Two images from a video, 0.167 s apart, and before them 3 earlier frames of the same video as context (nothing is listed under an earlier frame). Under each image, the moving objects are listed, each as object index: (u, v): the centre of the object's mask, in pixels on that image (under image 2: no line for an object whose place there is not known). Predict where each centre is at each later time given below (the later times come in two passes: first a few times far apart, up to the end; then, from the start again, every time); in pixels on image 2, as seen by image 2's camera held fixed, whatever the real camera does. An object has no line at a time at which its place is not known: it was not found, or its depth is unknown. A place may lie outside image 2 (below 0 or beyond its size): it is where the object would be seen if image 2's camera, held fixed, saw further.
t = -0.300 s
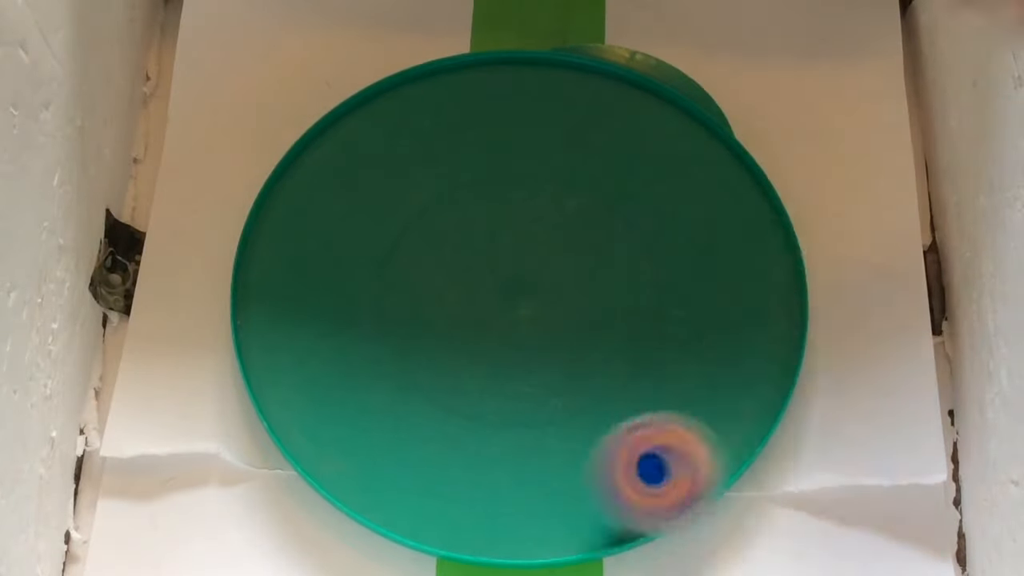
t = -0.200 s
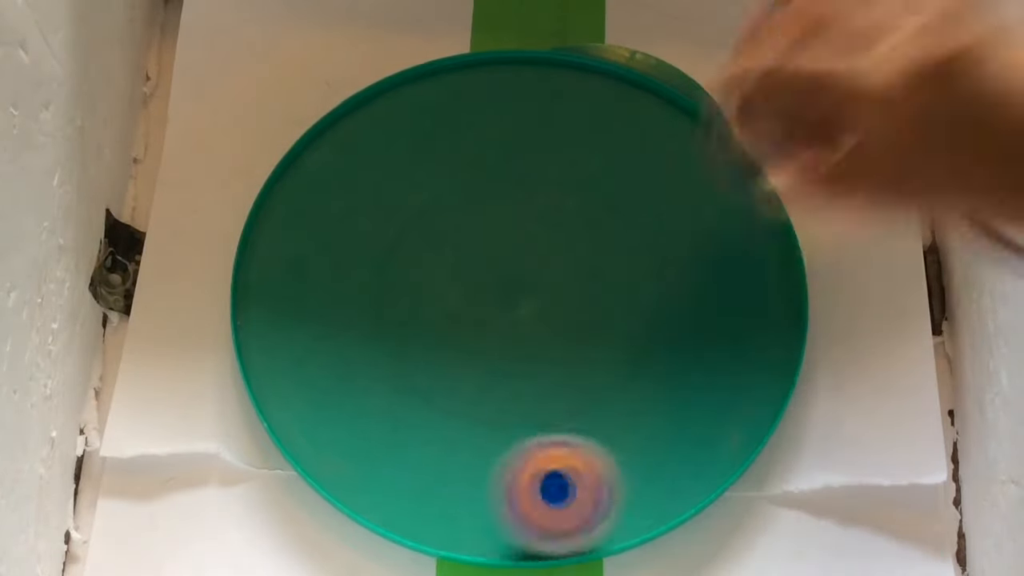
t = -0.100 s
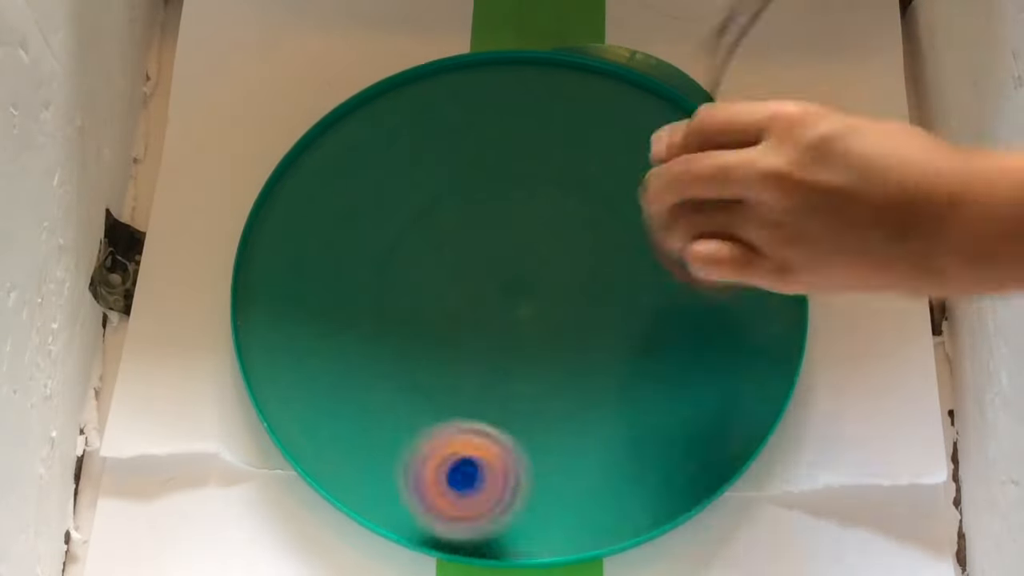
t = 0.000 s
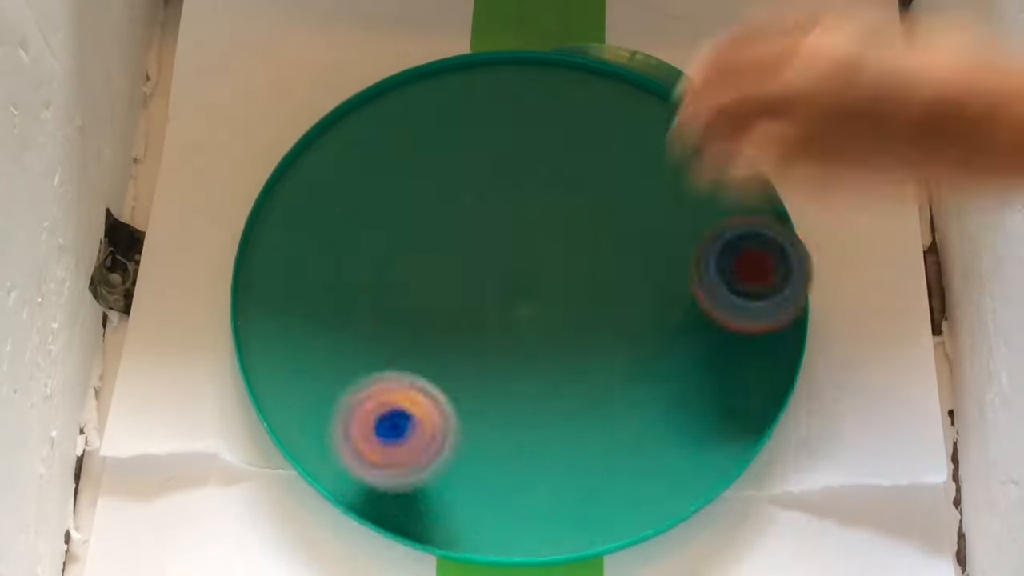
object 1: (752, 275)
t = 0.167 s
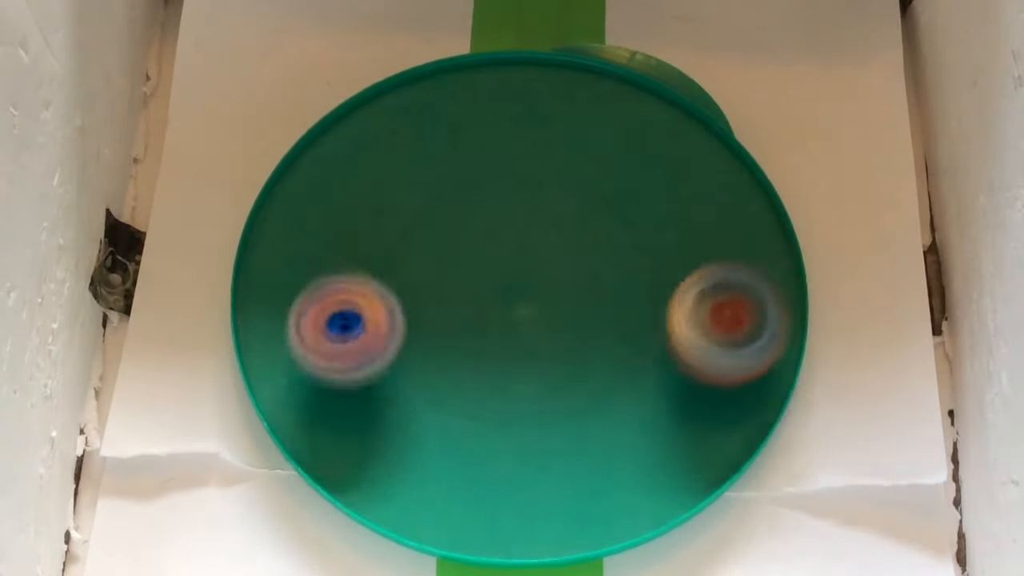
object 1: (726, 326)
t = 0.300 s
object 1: (633, 394)
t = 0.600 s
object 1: (288, 365)
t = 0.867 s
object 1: (331, 144)
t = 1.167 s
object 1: (605, 111)
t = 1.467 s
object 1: (731, 390)
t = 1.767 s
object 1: (450, 511)
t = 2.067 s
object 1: (271, 292)
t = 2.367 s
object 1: (446, 98)
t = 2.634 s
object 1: (698, 124)
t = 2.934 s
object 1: (764, 381)
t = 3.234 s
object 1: (491, 512)
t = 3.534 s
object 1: (271, 340)
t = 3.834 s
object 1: (362, 119)
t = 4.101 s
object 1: (590, 97)
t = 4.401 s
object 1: (761, 283)
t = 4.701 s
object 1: (637, 494)
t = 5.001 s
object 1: (372, 454)
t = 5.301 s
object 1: (332, 234)
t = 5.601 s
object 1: (529, 113)
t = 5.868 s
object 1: (719, 195)
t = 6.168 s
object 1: (699, 402)
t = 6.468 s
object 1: (455, 445)
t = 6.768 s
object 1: (331, 272)
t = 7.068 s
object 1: (465, 125)
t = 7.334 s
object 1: (654, 175)
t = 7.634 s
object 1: (691, 366)
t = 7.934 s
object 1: (497, 453)
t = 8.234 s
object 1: (364, 308)
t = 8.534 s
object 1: (478, 165)
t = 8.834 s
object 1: (665, 209)
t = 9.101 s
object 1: (669, 359)
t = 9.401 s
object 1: (596, 513)
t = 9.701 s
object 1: (491, 460)
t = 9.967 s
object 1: (550, 495)
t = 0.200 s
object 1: (708, 342)
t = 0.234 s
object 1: (688, 358)
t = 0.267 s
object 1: (662, 376)
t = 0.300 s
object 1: (633, 394)
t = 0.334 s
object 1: (599, 410)
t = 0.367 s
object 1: (561, 423)
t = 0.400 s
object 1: (519, 432)
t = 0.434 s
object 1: (473, 436)
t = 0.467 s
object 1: (430, 432)
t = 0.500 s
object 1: (387, 423)
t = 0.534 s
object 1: (349, 408)
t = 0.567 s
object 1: (316, 388)
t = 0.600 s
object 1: (288, 365)
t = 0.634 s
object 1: (265, 341)
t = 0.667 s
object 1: (257, 312)
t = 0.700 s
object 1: (264, 281)
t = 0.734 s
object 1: (272, 252)
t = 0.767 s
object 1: (281, 222)
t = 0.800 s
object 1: (293, 193)
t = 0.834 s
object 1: (311, 167)
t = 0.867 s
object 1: (331, 144)
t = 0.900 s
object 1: (355, 124)
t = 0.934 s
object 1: (382, 108)
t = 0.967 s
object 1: (411, 96)
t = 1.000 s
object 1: (441, 89)
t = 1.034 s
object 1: (474, 85)
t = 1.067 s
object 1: (507, 85)
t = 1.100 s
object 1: (541, 88)
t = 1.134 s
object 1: (573, 98)
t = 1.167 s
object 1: (605, 111)
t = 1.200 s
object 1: (638, 133)
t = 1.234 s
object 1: (668, 158)
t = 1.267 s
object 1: (696, 186)
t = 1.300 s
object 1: (716, 218)
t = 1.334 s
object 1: (733, 251)
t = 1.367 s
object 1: (741, 286)
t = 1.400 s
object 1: (743, 322)
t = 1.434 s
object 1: (740, 356)
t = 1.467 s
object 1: (731, 390)
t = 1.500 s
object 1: (718, 420)
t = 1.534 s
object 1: (701, 450)
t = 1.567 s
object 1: (679, 477)
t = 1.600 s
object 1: (643, 492)
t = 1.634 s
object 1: (606, 506)
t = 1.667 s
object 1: (569, 516)
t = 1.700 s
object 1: (529, 519)
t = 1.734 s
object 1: (490, 517)
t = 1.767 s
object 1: (450, 511)
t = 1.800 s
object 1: (411, 500)
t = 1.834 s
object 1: (376, 482)
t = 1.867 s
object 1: (346, 461)
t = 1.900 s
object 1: (322, 437)
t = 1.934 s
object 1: (302, 410)
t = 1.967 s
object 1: (287, 381)
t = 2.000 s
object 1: (277, 352)
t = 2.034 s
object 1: (272, 322)
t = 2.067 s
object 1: (271, 292)
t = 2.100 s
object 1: (275, 263)
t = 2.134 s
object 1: (285, 235)
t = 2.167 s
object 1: (296, 208)
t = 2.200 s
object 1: (314, 184)
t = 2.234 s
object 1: (336, 160)
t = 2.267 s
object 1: (359, 141)
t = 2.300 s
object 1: (387, 123)
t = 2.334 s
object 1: (416, 109)
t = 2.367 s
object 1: (446, 98)
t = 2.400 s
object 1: (477, 89)
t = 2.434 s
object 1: (510, 84)
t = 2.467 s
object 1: (541, 82)
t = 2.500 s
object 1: (574, 84)
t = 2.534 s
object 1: (608, 89)
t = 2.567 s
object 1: (640, 97)
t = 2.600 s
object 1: (671, 110)
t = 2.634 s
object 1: (698, 124)
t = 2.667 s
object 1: (725, 142)
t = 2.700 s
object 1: (748, 164)
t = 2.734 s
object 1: (761, 193)
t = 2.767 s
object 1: (772, 224)
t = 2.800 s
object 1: (779, 256)
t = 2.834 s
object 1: (782, 286)
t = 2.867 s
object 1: (781, 319)
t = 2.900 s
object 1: (775, 350)
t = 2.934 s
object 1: (764, 381)
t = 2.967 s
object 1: (749, 410)
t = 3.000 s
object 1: (726, 435)
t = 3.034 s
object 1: (700, 458)
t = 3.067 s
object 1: (667, 479)
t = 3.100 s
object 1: (635, 493)
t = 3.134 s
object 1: (600, 504)
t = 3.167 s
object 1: (564, 512)
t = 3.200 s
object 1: (528, 514)
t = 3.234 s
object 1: (491, 512)
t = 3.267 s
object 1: (457, 505)
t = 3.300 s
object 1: (421, 495)
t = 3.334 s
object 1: (389, 481)
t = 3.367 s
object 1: (360, 464)
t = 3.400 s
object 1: (336, 444)
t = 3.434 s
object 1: (313, 420)
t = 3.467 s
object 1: (295, 394)
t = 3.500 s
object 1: (281, 368)
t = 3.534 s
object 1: (271, 340)
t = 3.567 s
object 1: (266, 311)
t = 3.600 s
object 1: (265, 283)
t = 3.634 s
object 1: (267, 255)
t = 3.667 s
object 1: (273, 229)
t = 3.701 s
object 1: (285, 203)
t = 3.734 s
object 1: (301, 178)
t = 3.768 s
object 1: (319, 157)
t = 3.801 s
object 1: (339, 137)
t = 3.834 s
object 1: (362, 119)
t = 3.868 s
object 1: (388, 106)
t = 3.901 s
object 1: (415, 95)
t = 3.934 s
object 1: (443, 88)
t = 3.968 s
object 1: (473, 84)
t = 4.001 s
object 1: (503, 82)
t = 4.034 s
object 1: (533, 84)
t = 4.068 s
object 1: (561, 89)
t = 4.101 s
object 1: (590, 97)
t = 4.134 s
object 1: (618, 110)
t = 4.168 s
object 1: (645, 123)
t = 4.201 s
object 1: (674, 142)
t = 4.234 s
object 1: (697, 162)
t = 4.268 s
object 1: (718, 182)
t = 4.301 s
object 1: (734, 206)
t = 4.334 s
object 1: (747, 231)
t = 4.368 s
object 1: (756, 256)
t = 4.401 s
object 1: (761, 283)
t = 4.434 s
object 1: (763, 309)
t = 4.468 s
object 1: (760, 338)
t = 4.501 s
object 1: (754, 364)
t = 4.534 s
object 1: (743, 390)
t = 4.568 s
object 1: (728, 415)
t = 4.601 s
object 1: (710, 439)
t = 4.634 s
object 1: (688, 462)
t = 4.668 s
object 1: (664, 480)
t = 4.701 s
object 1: (637, 494)
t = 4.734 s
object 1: (606, 506)
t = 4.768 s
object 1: (576, 512)
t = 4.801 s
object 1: (543, 515)
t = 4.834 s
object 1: (511, 514)
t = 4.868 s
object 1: (478, 510)
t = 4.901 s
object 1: (449, 500)
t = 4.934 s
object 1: (419, 489)
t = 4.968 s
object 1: (394, 473)
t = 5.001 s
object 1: (372, 454)
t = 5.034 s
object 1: (351, 433)
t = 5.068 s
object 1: (336, 410)
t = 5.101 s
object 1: (324, 385)
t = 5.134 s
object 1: (317, 360)
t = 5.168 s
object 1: (314, 333)
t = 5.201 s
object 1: (313, 307)
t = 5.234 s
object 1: (315, 282)
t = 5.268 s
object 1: (323, 256)
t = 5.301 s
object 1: (332, 234)
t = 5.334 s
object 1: (345, 212)
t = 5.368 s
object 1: (361, 189)
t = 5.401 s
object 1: (380, 171)
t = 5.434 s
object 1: (401, 155)
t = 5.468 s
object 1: (425, 140)
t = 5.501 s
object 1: (450, 129)
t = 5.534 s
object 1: (475, 121)
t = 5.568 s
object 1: (500, 115)
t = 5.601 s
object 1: (529, 113)
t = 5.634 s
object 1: (555, 113)
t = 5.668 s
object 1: (583, 116)
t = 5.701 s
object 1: (609, 123)
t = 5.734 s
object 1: (635, 132)
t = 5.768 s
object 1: (661, 145)
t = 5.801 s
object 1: (682, 159)
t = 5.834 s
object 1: (703, 176)
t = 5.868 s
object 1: (719, 195)
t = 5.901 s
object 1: (733, 217)
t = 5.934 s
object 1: (742, 239)
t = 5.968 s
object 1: (748, 263)
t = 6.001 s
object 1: (750, 287)
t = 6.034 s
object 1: (748, 312)
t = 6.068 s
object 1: (742, 336)
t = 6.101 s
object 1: (732, 360)
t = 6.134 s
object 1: (718, 381)
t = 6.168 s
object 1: (699, 402)
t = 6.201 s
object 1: (679, 420)
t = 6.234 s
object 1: (655, 435)
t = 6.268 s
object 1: (629, 447)
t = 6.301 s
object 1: (601, 456)
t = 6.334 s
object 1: (572, 461)
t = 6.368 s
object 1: (542, 462)
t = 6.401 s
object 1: (513, 460)
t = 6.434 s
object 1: (483, 454)
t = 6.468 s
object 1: (455, 445)
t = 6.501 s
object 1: (429, 432)
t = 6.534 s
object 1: (407, 418)
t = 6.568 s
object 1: (386, 401)
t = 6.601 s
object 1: (369, 381)
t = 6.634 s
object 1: (354, 361)
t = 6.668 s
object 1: (343, 339)
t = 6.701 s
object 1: (335, 317)
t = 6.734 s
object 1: (330, 293)
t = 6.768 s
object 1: (331, 272)
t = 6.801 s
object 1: (334, 249)
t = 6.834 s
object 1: (340, 228)
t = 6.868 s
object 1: (349, 206)
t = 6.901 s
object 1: (363, 187)
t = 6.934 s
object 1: (379, 170)
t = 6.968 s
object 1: (397, 154)
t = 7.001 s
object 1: (417, 143)
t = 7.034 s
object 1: (441, 132)
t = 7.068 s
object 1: (465, 125)
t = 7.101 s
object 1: (490, 122)
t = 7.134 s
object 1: (514, 120)
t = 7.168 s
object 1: (540, 124)
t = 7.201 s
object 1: (564, 127)
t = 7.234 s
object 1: (589, 135)
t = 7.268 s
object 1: (612, 145)
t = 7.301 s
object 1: (634, 158)
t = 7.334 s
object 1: (654, 175)
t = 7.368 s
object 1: (672, 192)
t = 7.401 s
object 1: (686, 211)
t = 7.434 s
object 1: (696, 231)
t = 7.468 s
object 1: (704, 254)
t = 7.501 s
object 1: (708, 276)
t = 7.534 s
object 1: (709, 300)
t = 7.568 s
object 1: (706, 323)
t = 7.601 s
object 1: (701, 344)
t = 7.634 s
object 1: (691, 366)
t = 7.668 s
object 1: (678, 386)
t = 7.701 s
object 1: (661, 405)
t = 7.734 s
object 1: (642, 421)
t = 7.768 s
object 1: (622, 434)
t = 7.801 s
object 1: (598, 445)
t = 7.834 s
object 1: (573, 452)
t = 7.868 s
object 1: (547, 455)
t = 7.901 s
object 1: (521, 456)
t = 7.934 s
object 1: (497, 453)
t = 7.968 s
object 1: (471, 447)
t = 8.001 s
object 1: (449, 437)
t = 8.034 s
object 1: (428, 424)
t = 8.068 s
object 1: (409, 408)
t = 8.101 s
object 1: (394, 391)
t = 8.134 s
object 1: (381, 371)
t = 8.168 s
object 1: (372, 350)
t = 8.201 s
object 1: (366, 330)
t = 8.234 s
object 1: (364, 308)
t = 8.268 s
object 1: (365, 288)
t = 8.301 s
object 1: (369, 267)
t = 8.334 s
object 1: (378, 248)
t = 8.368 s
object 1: (389, 228)
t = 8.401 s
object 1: (403, 211)
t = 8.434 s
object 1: (419, 197)
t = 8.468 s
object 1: (437, 184)
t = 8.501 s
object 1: (456, 173)
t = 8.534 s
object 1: (478, 165)
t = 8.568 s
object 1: (499, 158)
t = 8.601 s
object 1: (521, 155)
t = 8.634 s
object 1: (544, 154)
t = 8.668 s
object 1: (567, 156)
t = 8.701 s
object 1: (589, 162)
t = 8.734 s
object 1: (611, 170)
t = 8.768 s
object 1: (631, 180)
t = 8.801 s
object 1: (649, 192)
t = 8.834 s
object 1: (665, 209)
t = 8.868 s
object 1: (678, 225)
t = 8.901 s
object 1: (687, 244)
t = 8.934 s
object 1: (693, 263)
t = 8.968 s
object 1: (695, 282)
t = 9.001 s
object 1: (693, 301)
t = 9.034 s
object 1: (689, 322)
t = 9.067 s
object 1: (681, 341)
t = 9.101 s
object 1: (669, 359)
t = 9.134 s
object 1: (655, 375)
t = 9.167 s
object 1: (637, 389)
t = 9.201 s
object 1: (623, 404)
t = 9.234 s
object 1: (622, 429)
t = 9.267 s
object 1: (619, 449)
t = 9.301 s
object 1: (616, 468)
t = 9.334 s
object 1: (611, 485)
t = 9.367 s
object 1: (604, 500)
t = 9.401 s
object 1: (596, 513)
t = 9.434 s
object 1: (579, 507)
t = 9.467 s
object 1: (562, 500)
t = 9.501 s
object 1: (549, 494)
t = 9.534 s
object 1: (537, 490)
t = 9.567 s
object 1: (526, 485)
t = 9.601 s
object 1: (515, 482)
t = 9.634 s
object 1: (506, 476)
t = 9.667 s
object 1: (498, 469)
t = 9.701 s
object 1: (491, 460)
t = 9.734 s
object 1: (485, 449)
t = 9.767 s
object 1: (478, 437)
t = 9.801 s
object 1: (473, 422)
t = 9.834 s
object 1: (479, 423)
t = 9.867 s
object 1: (498, 445)
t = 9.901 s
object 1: (517, 464)
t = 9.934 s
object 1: (535, 481)
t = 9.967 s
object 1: (550, 495)
